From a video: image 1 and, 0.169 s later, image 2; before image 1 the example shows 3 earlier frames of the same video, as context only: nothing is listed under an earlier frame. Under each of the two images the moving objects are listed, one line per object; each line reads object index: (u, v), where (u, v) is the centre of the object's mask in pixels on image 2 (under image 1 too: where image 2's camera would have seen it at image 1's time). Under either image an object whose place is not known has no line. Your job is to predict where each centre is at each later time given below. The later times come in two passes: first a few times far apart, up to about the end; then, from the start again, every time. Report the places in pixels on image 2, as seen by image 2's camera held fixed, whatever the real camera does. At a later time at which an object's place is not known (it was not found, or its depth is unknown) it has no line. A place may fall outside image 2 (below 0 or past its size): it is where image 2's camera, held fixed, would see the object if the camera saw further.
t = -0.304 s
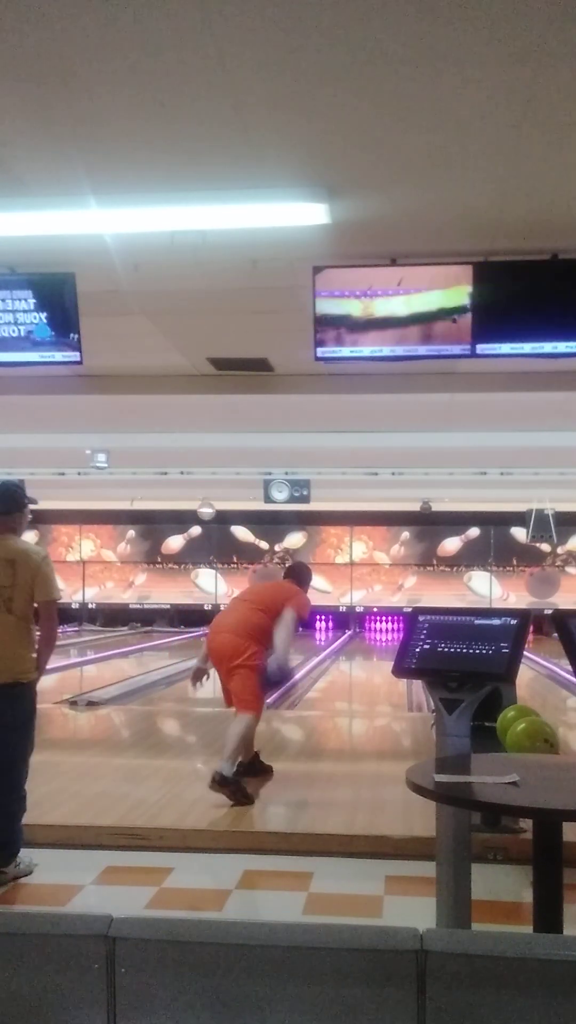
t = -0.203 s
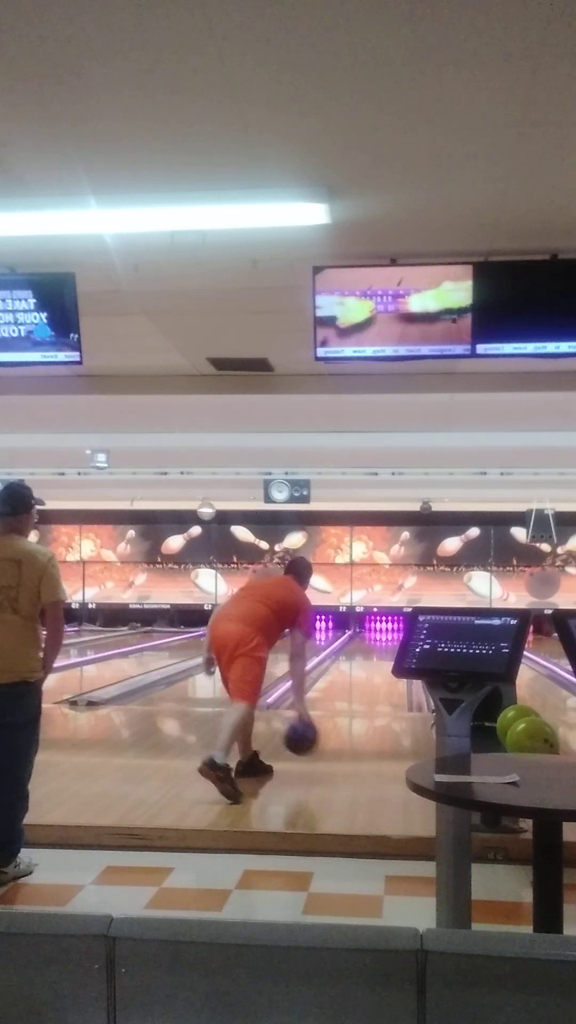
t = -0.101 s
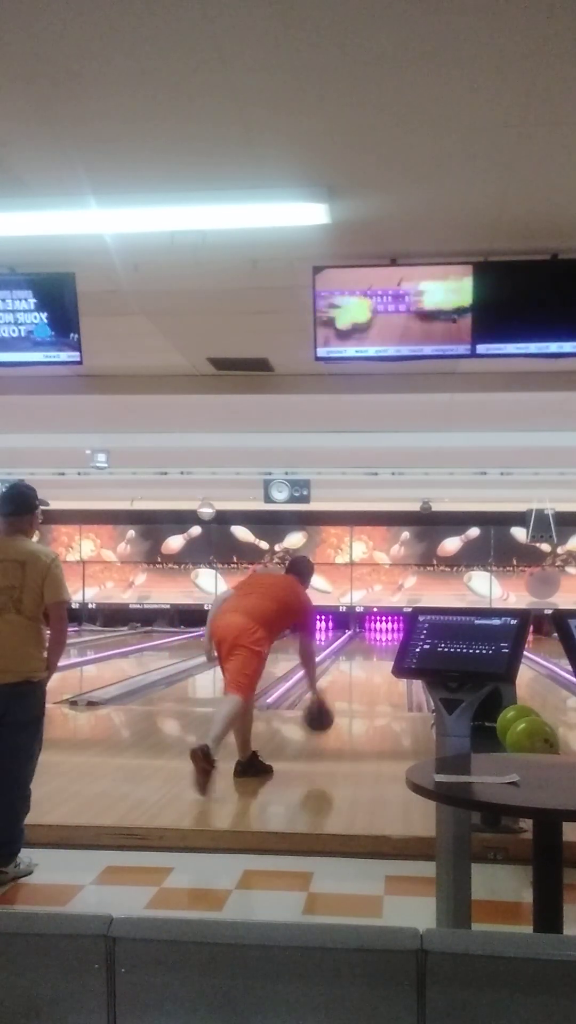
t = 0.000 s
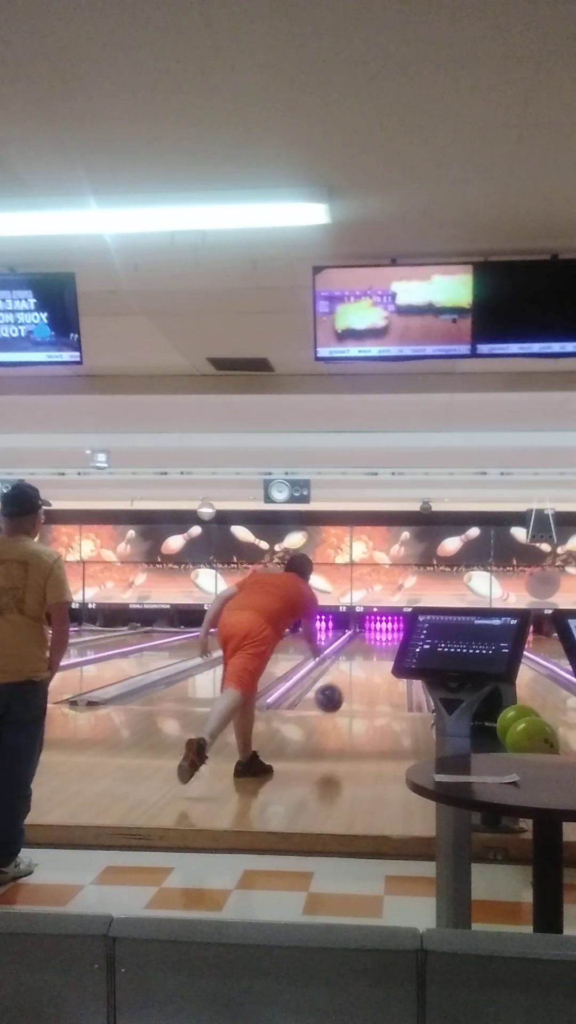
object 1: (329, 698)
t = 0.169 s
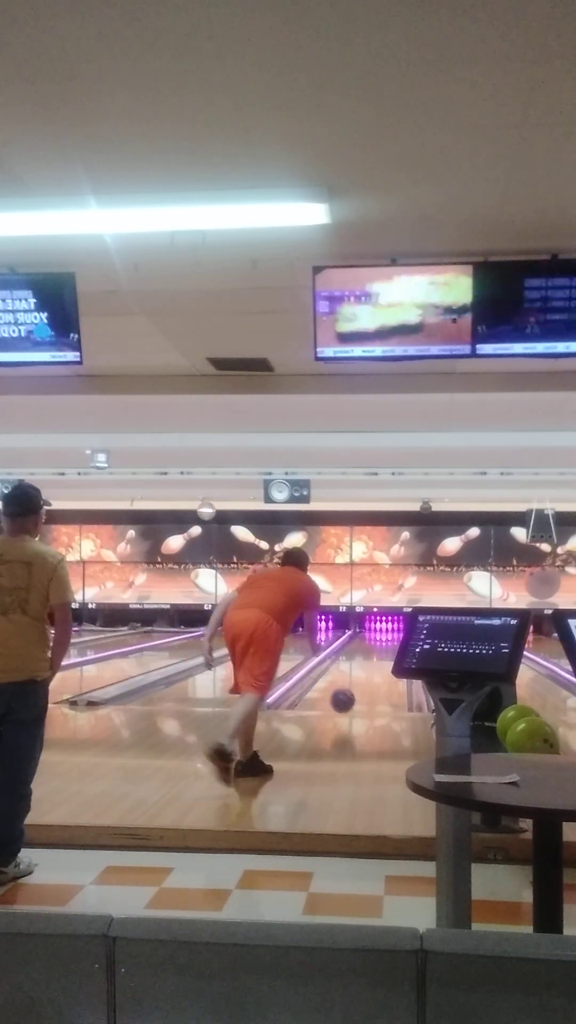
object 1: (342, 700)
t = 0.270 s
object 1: (349, 700)
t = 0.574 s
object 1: (363, 681)
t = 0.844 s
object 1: (372, 668)
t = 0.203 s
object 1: (345, 704)
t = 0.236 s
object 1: (347, 703)
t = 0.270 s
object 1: (349, 700)
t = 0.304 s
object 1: (351, 698)
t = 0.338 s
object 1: (353, 696)
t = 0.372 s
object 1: (354, 694)
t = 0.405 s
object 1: (356, 691)
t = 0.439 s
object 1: (358, 689)
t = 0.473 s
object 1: (359, 687)
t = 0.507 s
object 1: (360, 685)
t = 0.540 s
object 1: (362, 683)
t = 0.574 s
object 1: (363, 681)
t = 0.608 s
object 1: (365, 679)
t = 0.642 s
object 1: (366, 677)
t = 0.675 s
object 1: (367, 676)
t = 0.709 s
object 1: (368, 674)
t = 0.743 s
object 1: (369, 672)
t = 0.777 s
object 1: (370, 671)
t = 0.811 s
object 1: (371, 669)
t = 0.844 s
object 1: (372, 668)
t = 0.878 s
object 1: (373, 666)
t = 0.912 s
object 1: (374, 665)
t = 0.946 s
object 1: (375, 664)
